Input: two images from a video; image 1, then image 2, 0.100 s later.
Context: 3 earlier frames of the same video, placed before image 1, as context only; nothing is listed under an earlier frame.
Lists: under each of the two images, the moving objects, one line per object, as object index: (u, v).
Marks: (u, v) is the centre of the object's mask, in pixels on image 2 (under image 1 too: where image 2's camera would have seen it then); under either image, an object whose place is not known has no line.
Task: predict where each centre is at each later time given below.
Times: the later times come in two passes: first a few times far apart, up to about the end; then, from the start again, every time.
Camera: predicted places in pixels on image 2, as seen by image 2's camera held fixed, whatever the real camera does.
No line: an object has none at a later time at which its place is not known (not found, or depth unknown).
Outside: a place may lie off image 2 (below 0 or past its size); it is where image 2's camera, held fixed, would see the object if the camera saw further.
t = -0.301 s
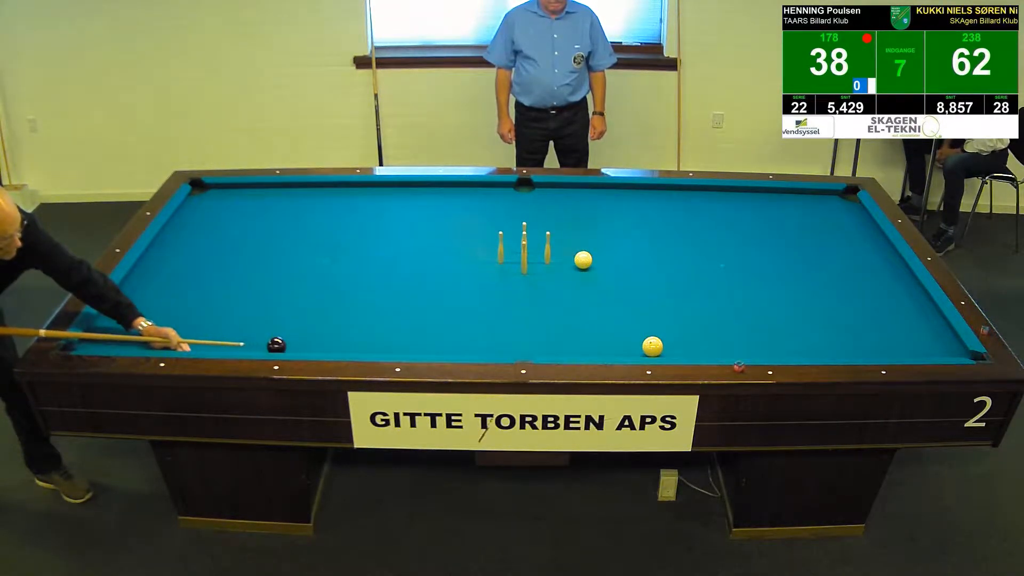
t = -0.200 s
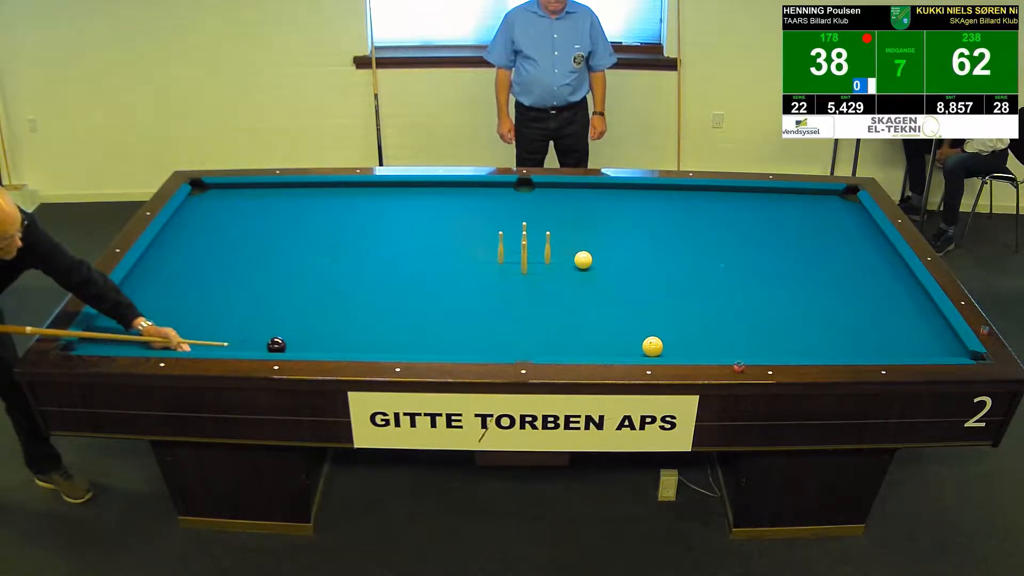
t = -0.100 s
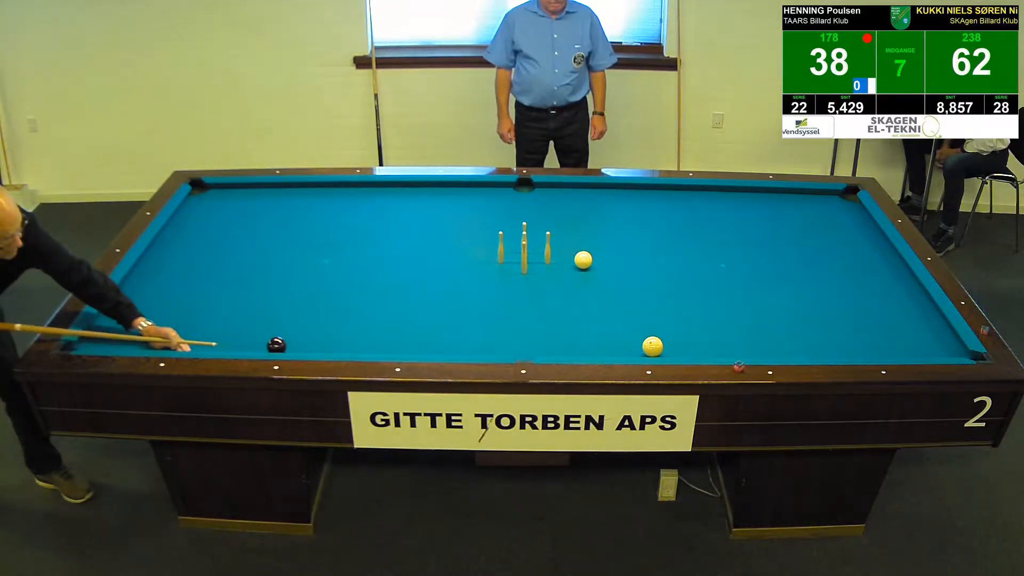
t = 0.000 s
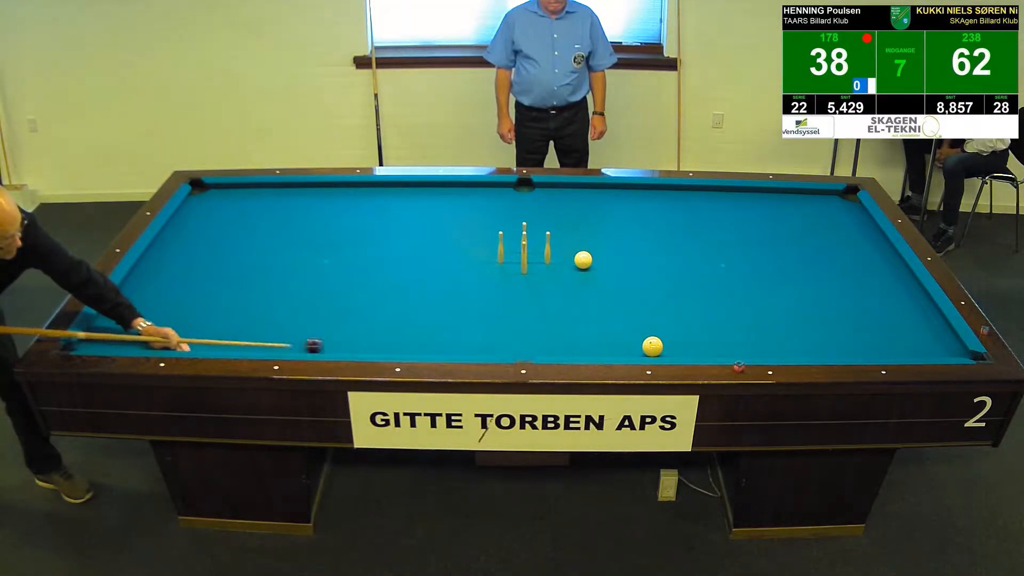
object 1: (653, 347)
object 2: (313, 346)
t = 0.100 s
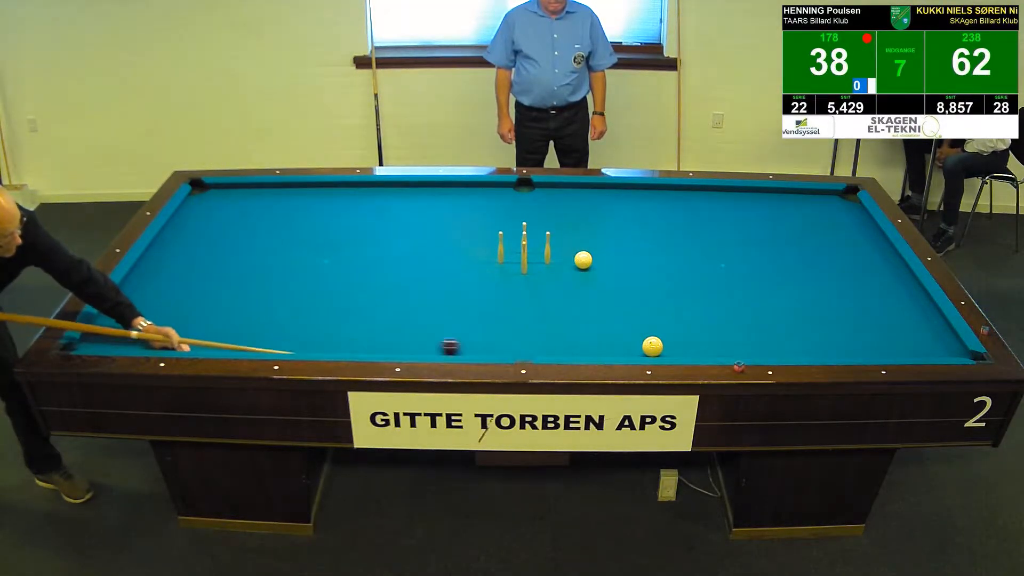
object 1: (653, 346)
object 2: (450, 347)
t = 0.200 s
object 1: (653, 346)
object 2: (582, 348)
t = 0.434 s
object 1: (847, 334)
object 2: (649, 350)
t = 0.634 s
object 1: (904, 325)
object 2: (664, 346)
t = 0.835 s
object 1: (792, 322)
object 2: (679, 340)
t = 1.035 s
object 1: (691, 317)
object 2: (693, 334)
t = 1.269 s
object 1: (572, 314)
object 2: (708, 327)
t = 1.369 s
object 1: (521, 312)
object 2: (714, 325)
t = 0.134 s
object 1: (653, 346)
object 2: (494, 347)
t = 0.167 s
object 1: (653, 346)
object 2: (537, 348)
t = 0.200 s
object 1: (653, 346)
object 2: (582, 348)
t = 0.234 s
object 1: (653, 346)
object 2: (623, 348)
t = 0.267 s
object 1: (681, 345)
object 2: (635, 349)
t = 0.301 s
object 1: (718, 342)
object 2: (638, 350)
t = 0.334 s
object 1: (752, 340)
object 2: (641, 352)
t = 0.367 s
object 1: (785, 338)
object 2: (644, 351)
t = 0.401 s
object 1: (817, 336)
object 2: (646, 351)
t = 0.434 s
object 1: (847, 334)
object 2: (649, 350)
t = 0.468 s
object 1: (875, 332)
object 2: (651, 349)
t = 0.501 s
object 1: (903, 330)
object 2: (654, 349)
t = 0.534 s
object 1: (928, 328)
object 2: (657, 348)
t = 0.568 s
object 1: (944, 326)
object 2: (659, 347)
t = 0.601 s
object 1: (924, 325)
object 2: (662, 347)
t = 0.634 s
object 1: (904, 325)
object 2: (664, 346)
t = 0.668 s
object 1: (886, 324)
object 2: (667, 345)
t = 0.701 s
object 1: (866, 324)
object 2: (669, 344)
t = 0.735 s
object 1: (847, 324)
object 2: (672, 343)
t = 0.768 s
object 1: (828, 323)
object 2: (674, 342)
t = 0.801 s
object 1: (810, 322)
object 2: (677, 341)
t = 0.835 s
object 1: (792, 322)
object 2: (679, 340)
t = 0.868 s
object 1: (775, 321)
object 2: (681, 339)
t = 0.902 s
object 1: (758, 320)
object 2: (684, 338)
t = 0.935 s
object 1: (741, 320)
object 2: (686, 337)
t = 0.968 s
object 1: (725, 319)
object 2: (688, 336)
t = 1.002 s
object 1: (708, 319)
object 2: (691, 335)
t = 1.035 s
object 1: (691, 317)
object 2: (693, 334)
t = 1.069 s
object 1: (674, 318)
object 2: (695, 333)
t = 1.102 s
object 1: (657, 317)
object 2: (697, 332)
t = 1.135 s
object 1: (640, 316)
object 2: (700, 332)
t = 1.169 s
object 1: (623, 316)
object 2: (702, 331)
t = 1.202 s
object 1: (606, 315)
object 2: (704, 330)
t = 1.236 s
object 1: (589, 314)
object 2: (706, 328)
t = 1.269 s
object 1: (572, 314)
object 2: (708, 327)
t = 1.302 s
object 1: (554, 313)
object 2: (710, 327)
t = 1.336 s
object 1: (537, 313)
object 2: (713, 326)
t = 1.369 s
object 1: (521, 312)
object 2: (714, 325)
